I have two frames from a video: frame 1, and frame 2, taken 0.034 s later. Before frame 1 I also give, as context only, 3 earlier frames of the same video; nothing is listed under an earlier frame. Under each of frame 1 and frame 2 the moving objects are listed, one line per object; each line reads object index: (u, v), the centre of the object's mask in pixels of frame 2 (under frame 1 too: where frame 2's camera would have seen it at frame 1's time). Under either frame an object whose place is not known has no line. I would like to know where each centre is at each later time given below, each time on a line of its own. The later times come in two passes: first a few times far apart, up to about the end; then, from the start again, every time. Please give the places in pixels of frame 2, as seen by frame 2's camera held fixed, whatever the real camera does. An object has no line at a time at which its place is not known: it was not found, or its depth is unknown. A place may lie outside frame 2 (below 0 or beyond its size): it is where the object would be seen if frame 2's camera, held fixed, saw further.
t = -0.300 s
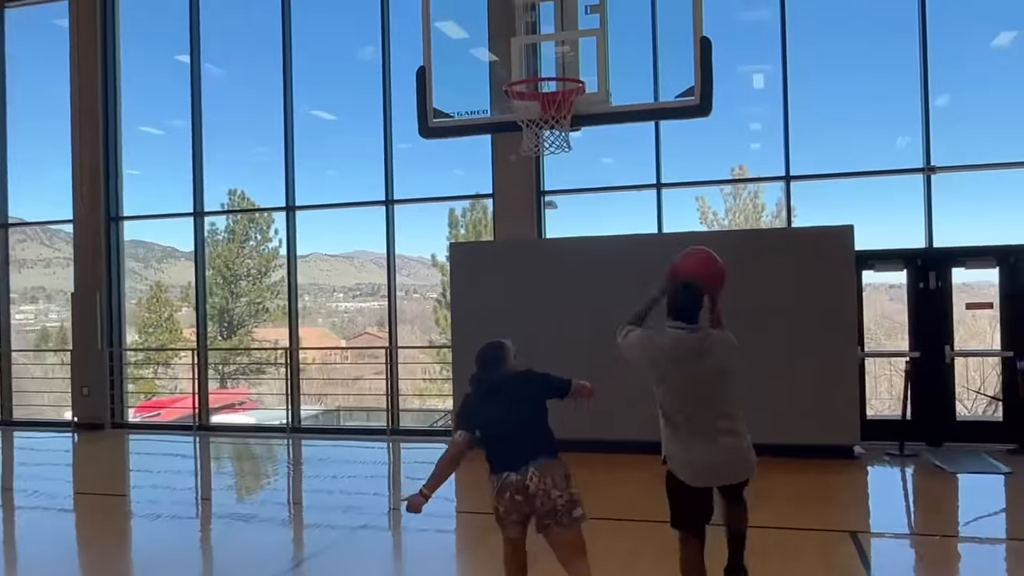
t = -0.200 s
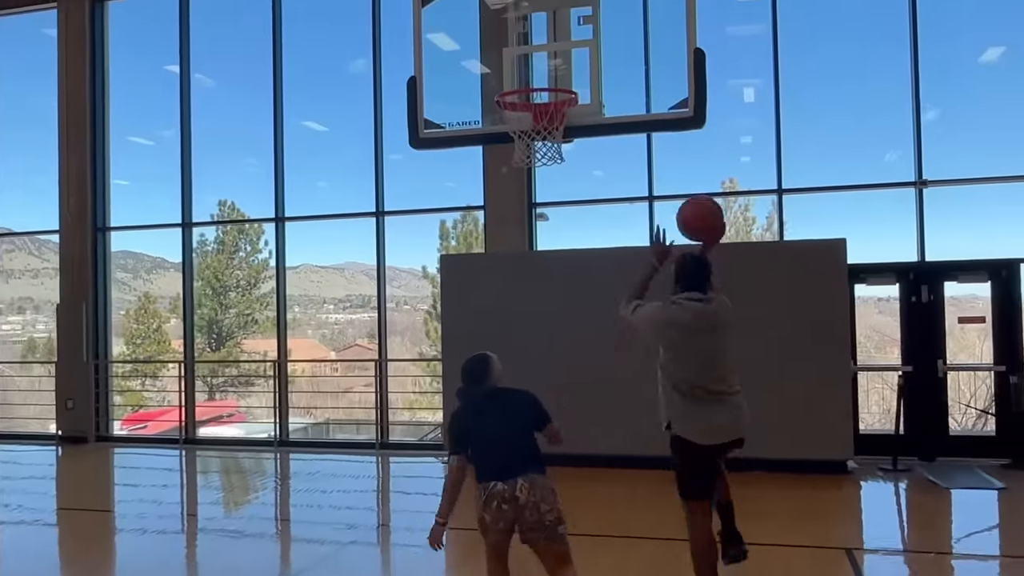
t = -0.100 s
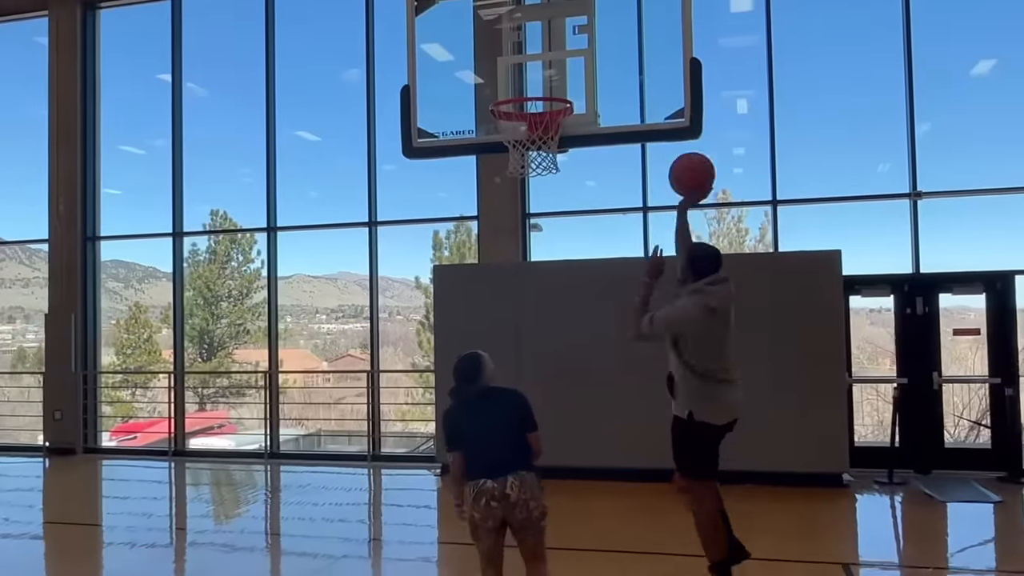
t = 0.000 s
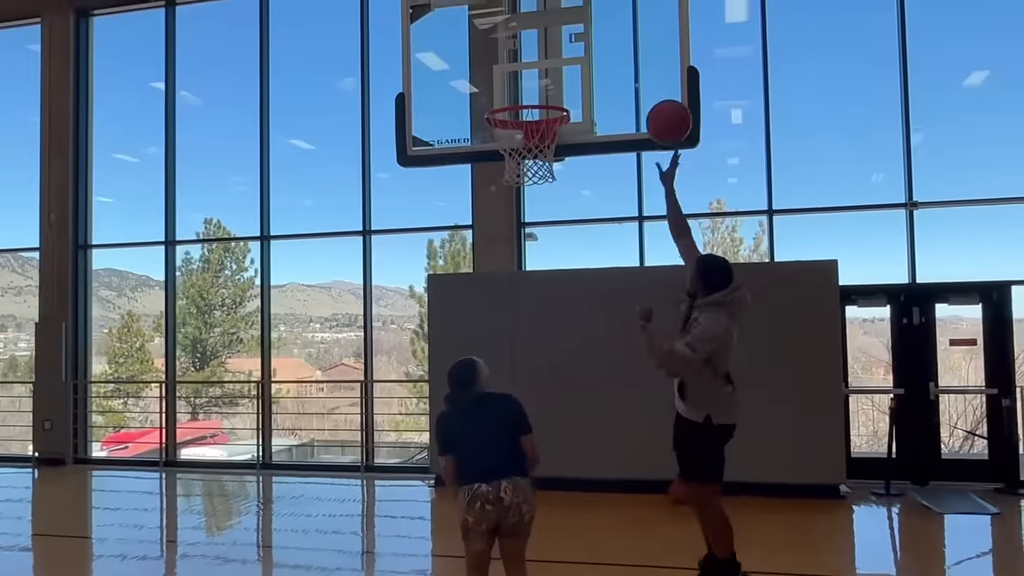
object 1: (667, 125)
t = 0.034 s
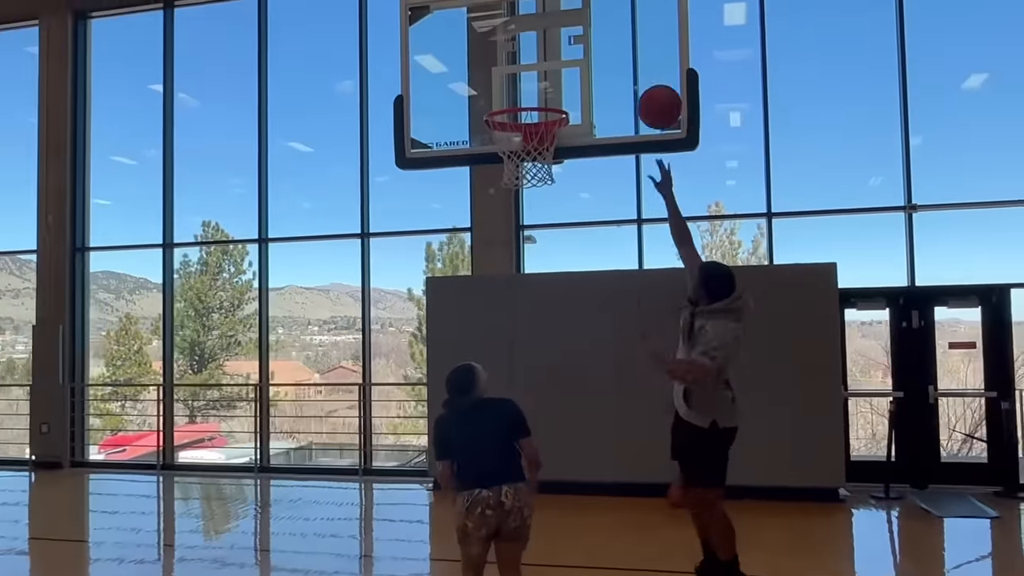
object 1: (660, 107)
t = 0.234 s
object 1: (618, 48)
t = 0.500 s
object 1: (577, 56)
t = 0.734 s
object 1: (533, 73)
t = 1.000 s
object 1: (482, 84)
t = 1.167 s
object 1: (455, 129)
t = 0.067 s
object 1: (652, 92)
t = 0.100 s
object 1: (645, 78)
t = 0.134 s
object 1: (638, 67)
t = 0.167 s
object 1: (631, 59)
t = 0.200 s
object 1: (624, 52)
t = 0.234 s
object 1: (618, 48)
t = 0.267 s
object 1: (612, 45)
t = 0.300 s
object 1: (605, 44)
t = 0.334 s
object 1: (600, 45)
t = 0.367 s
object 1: (595, 44)
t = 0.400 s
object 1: (591, 44)
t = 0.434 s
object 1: (586, 46)
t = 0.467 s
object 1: (581, 50)
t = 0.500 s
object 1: (577, 56)
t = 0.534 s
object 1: (572, 65)
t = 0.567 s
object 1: (567, 75)
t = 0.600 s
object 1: (563, 87)
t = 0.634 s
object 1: (556, 81)
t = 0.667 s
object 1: (548, 77)
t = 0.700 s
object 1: (540, 74)
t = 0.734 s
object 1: (533, 73)
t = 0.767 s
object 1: (525, 74)
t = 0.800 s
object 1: (517, 78)
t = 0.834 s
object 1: (509, 83)
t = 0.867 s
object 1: (504, 81)
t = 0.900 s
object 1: (498, 78)
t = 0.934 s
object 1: (493, 78)
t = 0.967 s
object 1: (487, 80)
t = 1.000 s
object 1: (482, 84)
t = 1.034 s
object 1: (477, 89)
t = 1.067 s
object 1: (471, 96)
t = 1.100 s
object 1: (466, 105)
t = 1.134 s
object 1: (461, 116)
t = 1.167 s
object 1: (455, 129)
